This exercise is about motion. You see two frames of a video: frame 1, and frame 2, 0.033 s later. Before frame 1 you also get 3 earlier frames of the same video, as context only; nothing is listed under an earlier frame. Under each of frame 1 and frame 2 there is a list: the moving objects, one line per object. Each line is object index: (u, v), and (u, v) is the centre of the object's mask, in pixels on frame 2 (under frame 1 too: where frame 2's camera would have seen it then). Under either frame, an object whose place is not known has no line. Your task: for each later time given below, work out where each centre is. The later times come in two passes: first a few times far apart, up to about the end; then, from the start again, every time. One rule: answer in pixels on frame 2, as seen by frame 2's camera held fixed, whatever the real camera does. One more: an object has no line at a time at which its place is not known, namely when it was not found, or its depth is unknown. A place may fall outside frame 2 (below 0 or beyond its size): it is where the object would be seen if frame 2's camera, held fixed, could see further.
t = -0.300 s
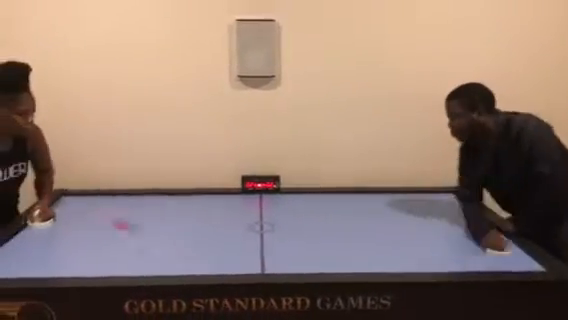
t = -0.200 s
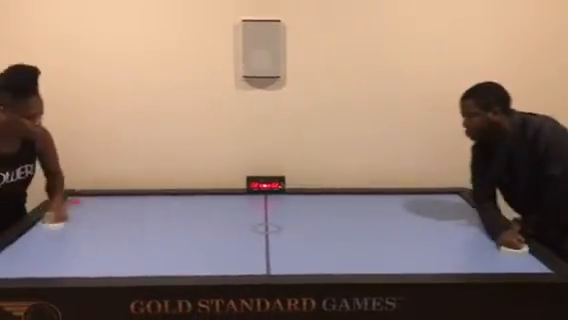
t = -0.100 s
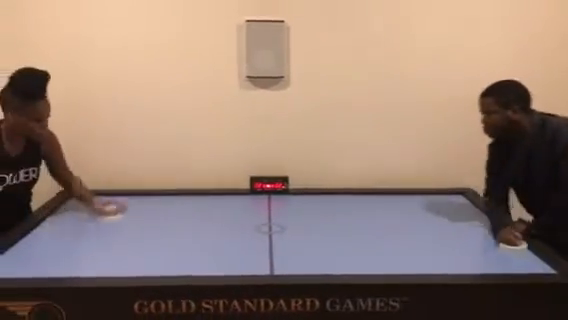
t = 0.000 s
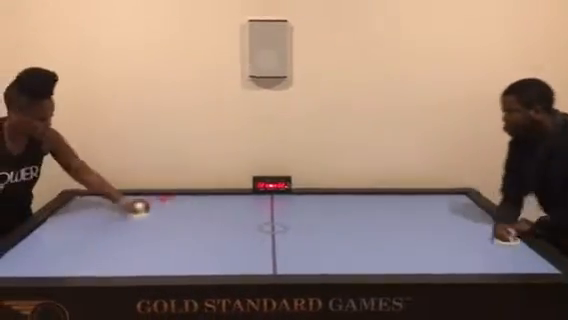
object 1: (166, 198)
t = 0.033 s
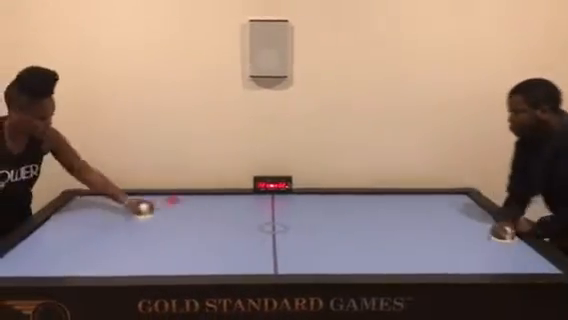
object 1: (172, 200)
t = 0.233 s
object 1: (228, 224)
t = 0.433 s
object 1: (303, 255)
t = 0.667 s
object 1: (383, 251)
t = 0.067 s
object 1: (182, 204)
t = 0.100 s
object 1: (188, 208)
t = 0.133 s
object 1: (199, 212)
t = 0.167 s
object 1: (209, 215)
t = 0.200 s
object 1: (217, 219)
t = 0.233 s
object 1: (228, 224)
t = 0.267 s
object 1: (240, 229)
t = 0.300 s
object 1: (251, 234)
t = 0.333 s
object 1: (262, 238)
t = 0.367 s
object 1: (275, 244)
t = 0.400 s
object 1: (290, 249)
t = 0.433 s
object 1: (303, 255)
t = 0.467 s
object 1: (318, 262)
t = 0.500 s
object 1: (333, 268)
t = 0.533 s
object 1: (347, 269)
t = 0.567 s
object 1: (358, 265)
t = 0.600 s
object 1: (366, 260)
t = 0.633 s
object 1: (375, 255)
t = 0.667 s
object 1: (383, 251)
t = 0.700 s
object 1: (392, 246)
